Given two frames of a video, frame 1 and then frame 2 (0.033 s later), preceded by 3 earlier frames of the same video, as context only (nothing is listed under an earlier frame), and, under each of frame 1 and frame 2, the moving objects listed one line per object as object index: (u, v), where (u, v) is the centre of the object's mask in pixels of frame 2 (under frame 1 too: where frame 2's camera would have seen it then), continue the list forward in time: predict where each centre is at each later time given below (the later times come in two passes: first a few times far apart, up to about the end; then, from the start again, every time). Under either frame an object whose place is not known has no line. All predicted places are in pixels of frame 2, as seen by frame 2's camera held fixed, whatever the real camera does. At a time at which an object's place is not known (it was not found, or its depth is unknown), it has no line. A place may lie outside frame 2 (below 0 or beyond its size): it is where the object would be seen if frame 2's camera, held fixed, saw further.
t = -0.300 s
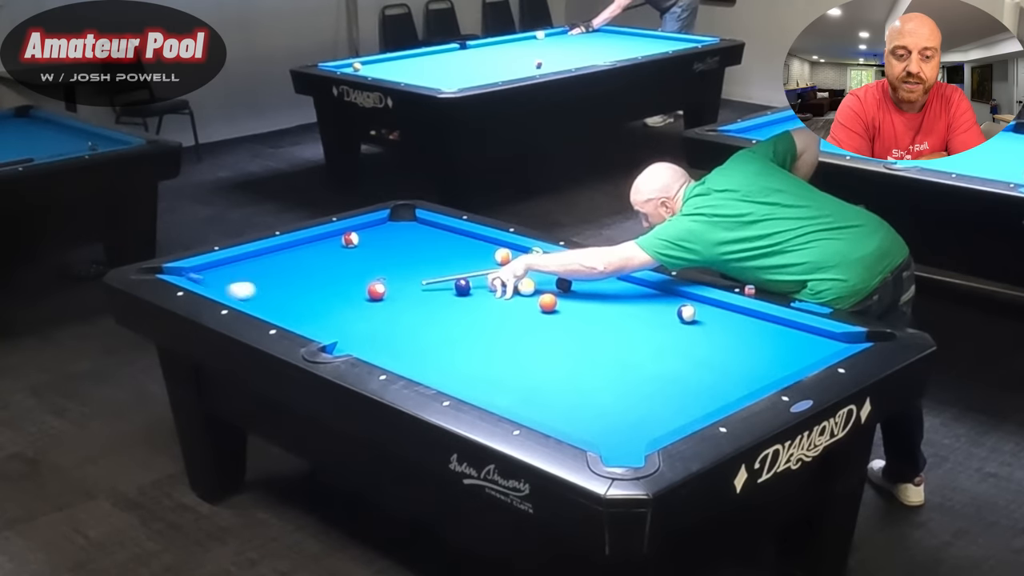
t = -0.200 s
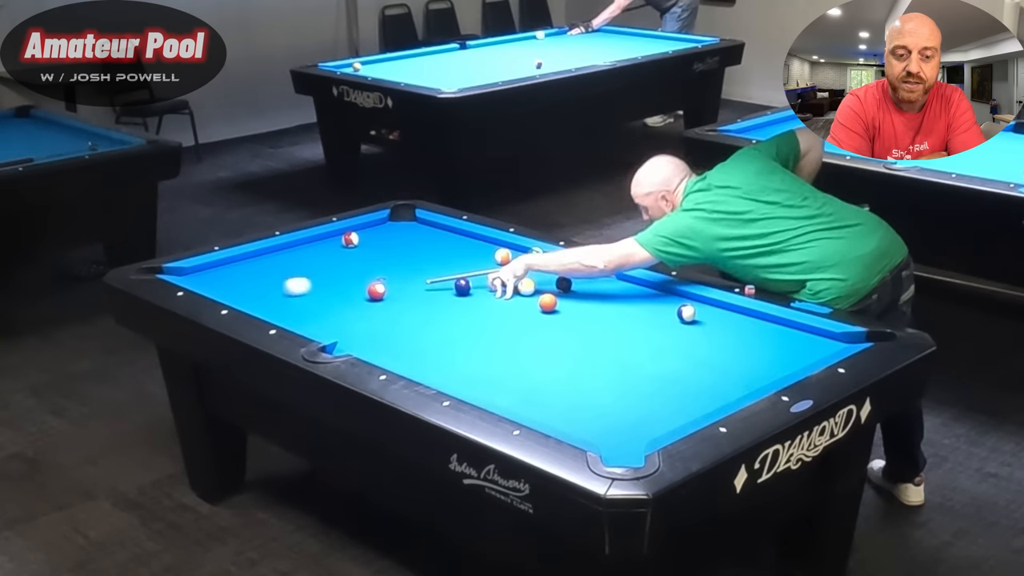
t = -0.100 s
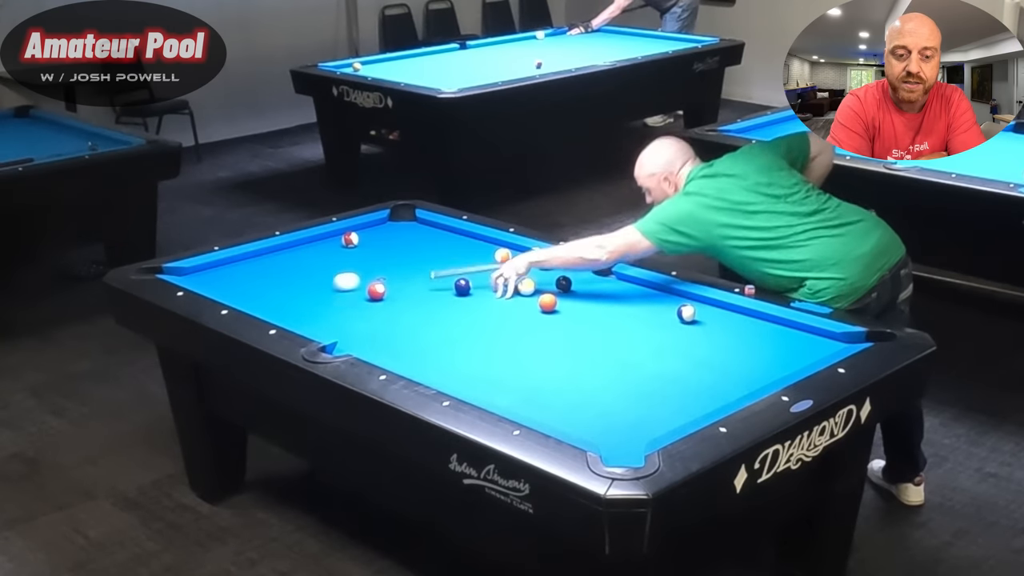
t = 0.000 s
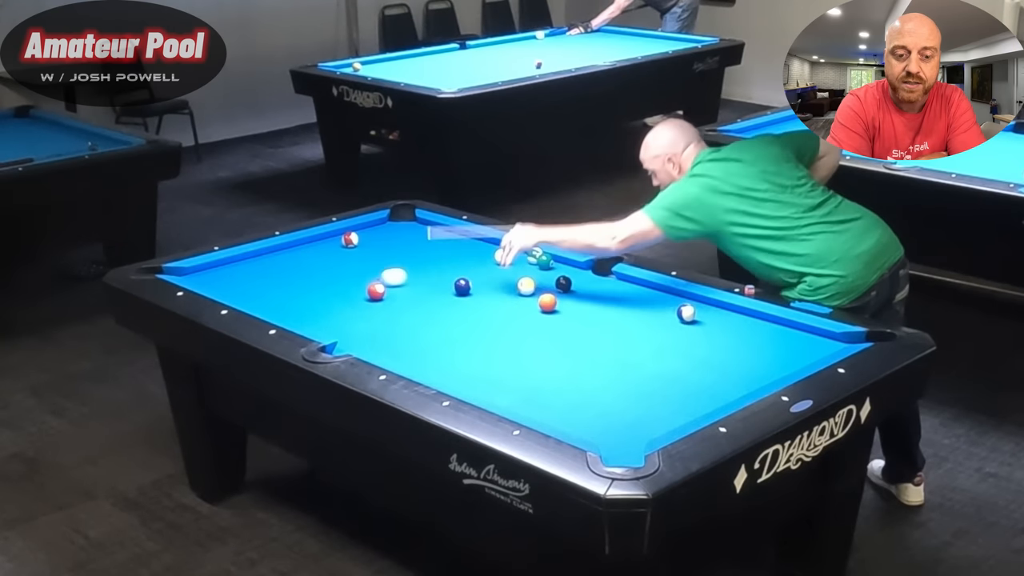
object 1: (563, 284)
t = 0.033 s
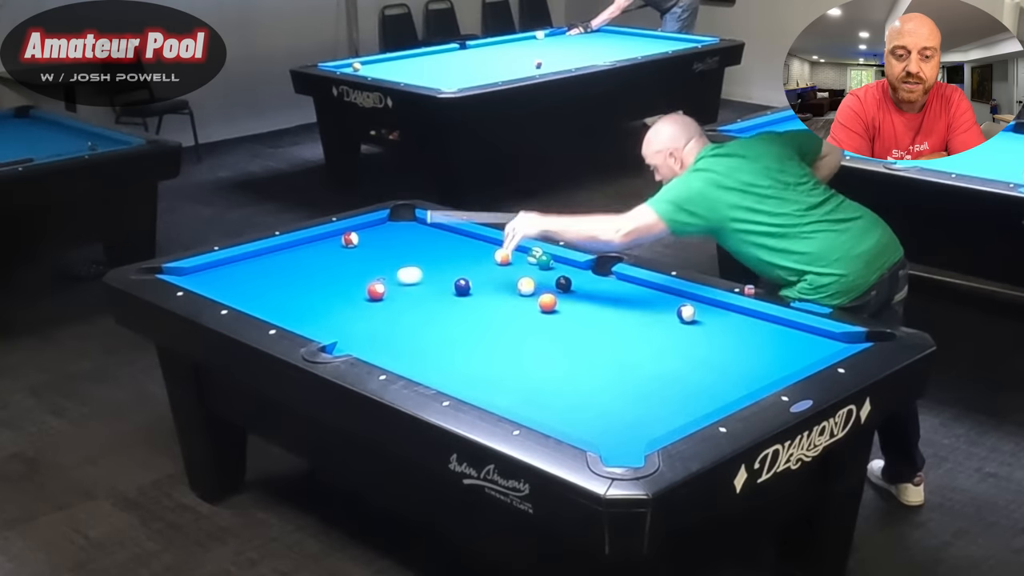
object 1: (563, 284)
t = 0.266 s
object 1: (563, 284)
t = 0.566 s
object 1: (564, 284)
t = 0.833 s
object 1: (574, 296)
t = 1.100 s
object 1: (584, 307)
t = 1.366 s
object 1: (594, 319)
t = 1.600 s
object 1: (602, 328)
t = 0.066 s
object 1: (563, 284)
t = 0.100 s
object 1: (563, 284)
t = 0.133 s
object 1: (563, 284)
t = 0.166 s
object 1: (563, 284)
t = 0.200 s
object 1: (563, 284)
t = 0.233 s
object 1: (563, 284)
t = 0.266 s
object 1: (563, 284)
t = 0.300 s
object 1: (563, 284)
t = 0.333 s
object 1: (563, 284)
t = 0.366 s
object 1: (563, 284)
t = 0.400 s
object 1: (564, 284)
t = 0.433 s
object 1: (563, 284)
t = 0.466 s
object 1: (563, 284)
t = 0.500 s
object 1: (564, 284)
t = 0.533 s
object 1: (564, 284)
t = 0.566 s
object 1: (564, 284)
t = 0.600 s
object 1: (566, 286)
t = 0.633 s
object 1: (567, 288)
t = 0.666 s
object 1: (568, 290)
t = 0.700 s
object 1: (570, 290)
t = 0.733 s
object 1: (571, 292)
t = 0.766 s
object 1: (572, 293)
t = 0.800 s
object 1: (573, 294)
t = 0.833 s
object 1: (574, 296)
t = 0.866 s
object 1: (575, 297)
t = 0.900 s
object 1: (577, 299)
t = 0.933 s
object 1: (578, 301)
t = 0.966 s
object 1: (579, 302)
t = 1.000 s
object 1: (580, 304)
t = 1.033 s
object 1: (582, 305)
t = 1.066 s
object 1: (583, 306)
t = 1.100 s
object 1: (584, 307)
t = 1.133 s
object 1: (586, 309)
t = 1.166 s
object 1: (587, 311)
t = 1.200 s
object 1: (588, 312)
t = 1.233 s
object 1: (589, 313)
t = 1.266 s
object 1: (590, 314)
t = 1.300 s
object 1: (591, 316)
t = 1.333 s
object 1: (593, 318)
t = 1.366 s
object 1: (594, 319)
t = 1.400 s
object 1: (595, 321)
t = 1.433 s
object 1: (596, 322)
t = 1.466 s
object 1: (597, 324)
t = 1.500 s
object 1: (599, 325)
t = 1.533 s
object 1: (600, 326)
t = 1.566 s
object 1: (601, 327)
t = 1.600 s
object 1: (602, 328)
